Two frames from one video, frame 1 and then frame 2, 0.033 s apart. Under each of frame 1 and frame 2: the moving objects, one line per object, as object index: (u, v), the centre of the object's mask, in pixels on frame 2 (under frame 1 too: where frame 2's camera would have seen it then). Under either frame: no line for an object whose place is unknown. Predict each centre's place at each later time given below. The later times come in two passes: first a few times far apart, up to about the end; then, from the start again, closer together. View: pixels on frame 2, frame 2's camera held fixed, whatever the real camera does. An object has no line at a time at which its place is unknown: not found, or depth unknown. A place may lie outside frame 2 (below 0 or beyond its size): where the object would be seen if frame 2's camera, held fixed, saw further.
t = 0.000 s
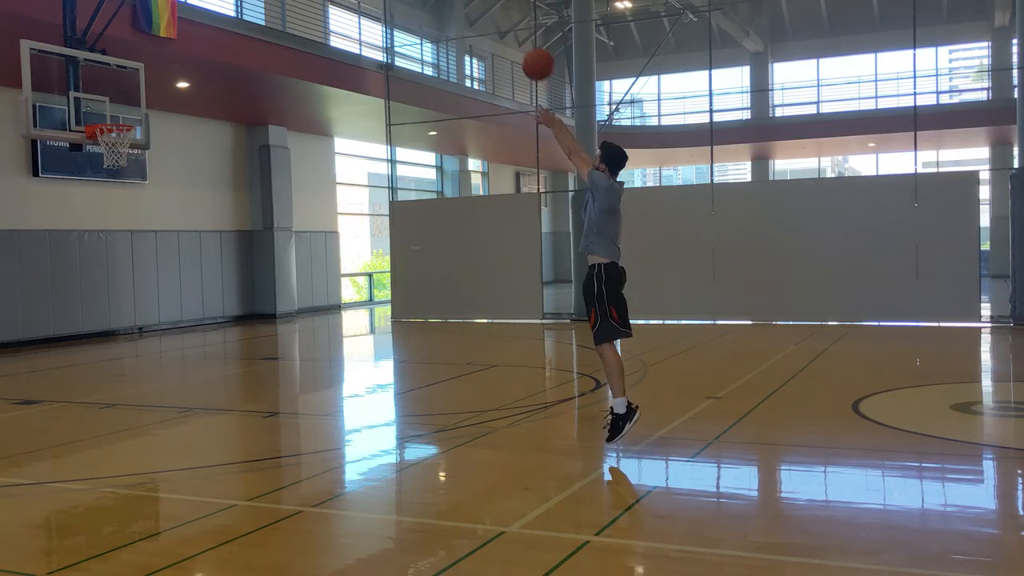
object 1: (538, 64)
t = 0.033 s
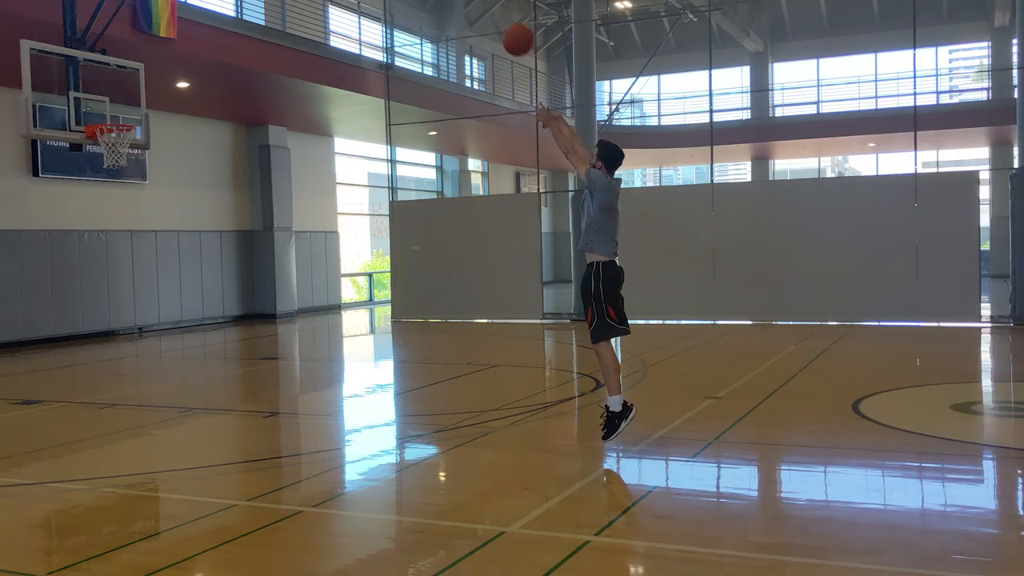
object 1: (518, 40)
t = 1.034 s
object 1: (152, 17)
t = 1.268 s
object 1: (109, 127)
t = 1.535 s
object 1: (130, 140)
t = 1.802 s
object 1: (138, 174)
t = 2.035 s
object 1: (149, 252)
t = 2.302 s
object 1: (158, 356)
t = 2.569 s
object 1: (145, 262)
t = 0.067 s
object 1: (499, 17)
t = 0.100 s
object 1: (480, 6)
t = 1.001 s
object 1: (160, 6)
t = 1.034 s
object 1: (152, 17)
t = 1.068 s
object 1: (145, 30)
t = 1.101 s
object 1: (141, 43)
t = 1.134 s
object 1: (133, 60)
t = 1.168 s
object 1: (128, 76)
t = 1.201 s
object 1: (121, 93)
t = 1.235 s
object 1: (115, 110)
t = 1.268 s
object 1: (109, 127)
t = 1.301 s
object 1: (112, 134)
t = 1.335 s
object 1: (123, 149)
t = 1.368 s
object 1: (125, 148)
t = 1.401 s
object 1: (128, 149)
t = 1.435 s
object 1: (128, 145)
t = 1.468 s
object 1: (128, 141)
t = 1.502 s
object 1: (129, 140)
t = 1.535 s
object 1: (130, 140)
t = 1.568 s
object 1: (130, 140)
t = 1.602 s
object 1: (132, 143)
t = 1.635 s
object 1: (133, 145)
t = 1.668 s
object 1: (133, 149)
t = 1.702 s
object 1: (135, 154)
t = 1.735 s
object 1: (136, 159)
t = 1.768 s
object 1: (137, 166)
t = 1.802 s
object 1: (138, 174)
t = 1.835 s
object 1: (140, 182)
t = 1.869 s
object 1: (141, 191)
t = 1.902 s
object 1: (143, 201)
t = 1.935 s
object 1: (144, 213)
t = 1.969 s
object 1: (146, 225)
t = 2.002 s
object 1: (147, 238)
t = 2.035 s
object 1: (149, 252)
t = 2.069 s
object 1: (151, 267)
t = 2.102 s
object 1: (152, 283)
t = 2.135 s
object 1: (154, 300)
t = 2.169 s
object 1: (155, 318)
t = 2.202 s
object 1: (157, 336)
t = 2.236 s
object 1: (159, 356)
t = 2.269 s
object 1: (160, 372)
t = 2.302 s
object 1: (158, 356)
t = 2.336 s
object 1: (156, 341)
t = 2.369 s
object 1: (155, 327)
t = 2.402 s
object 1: (153, 314)
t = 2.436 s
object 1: (152, 302)
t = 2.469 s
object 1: (150, 290)
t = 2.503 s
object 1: (148, 280)
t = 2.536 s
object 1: (147, 270)
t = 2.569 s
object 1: (145, 262)
